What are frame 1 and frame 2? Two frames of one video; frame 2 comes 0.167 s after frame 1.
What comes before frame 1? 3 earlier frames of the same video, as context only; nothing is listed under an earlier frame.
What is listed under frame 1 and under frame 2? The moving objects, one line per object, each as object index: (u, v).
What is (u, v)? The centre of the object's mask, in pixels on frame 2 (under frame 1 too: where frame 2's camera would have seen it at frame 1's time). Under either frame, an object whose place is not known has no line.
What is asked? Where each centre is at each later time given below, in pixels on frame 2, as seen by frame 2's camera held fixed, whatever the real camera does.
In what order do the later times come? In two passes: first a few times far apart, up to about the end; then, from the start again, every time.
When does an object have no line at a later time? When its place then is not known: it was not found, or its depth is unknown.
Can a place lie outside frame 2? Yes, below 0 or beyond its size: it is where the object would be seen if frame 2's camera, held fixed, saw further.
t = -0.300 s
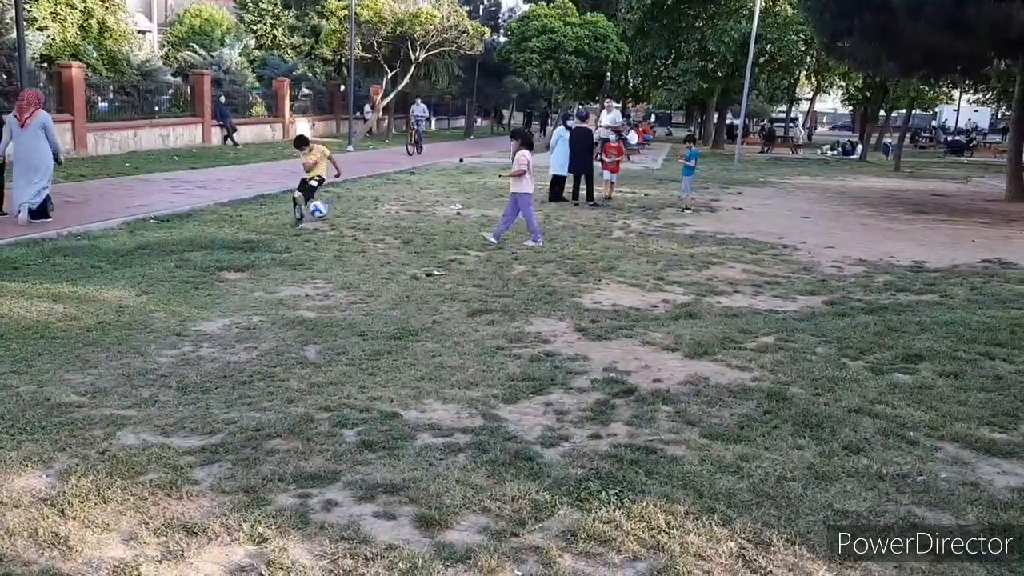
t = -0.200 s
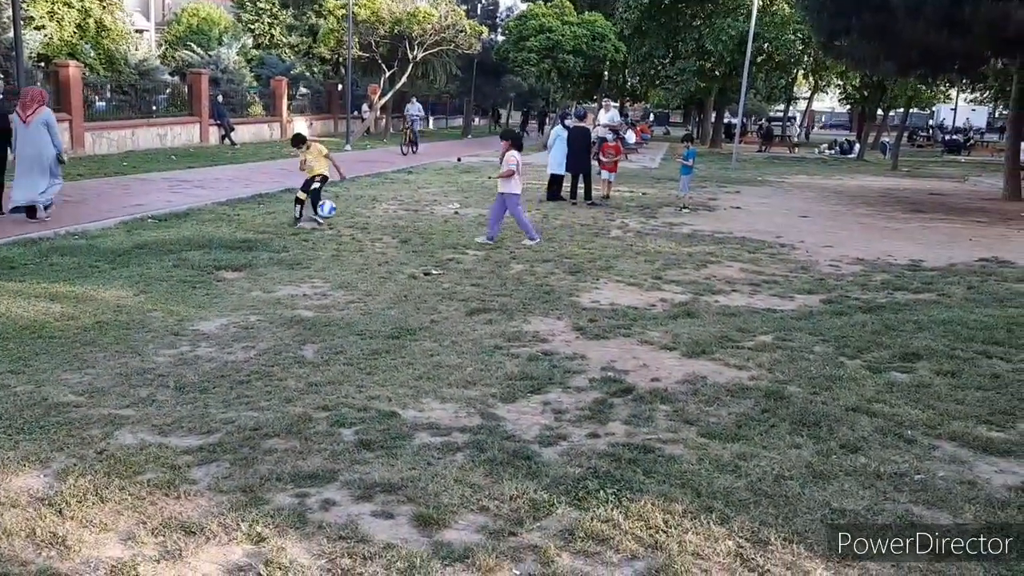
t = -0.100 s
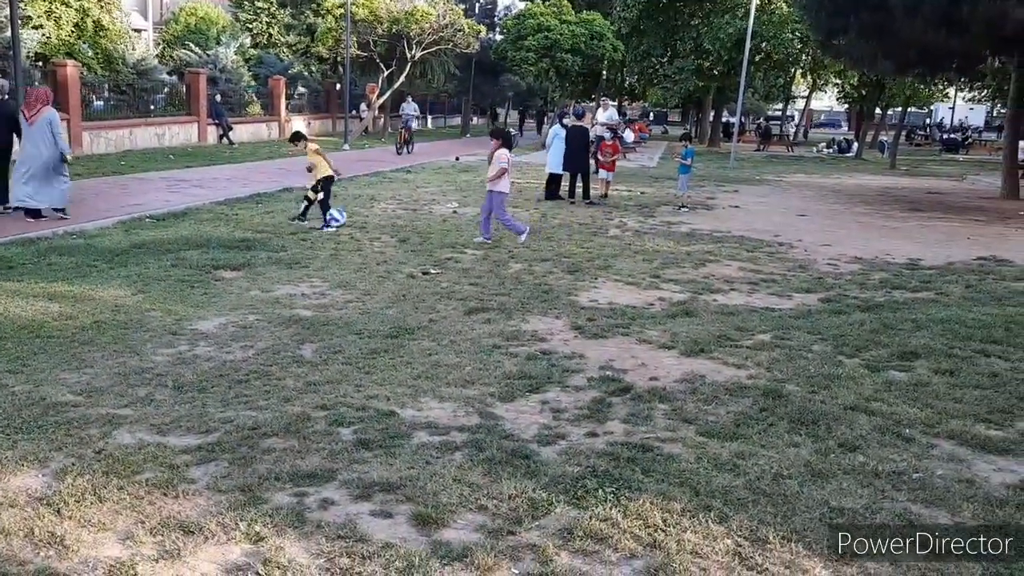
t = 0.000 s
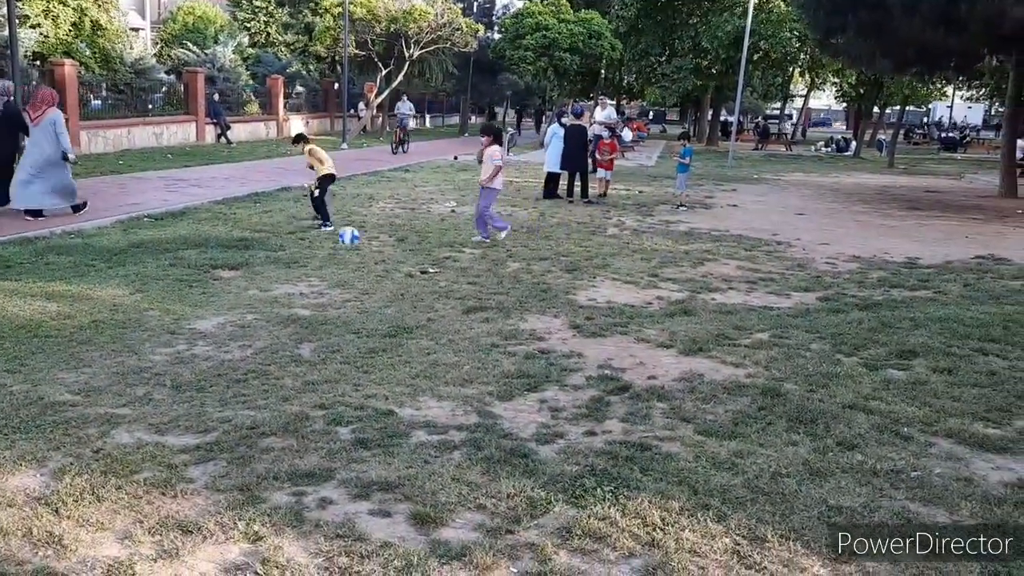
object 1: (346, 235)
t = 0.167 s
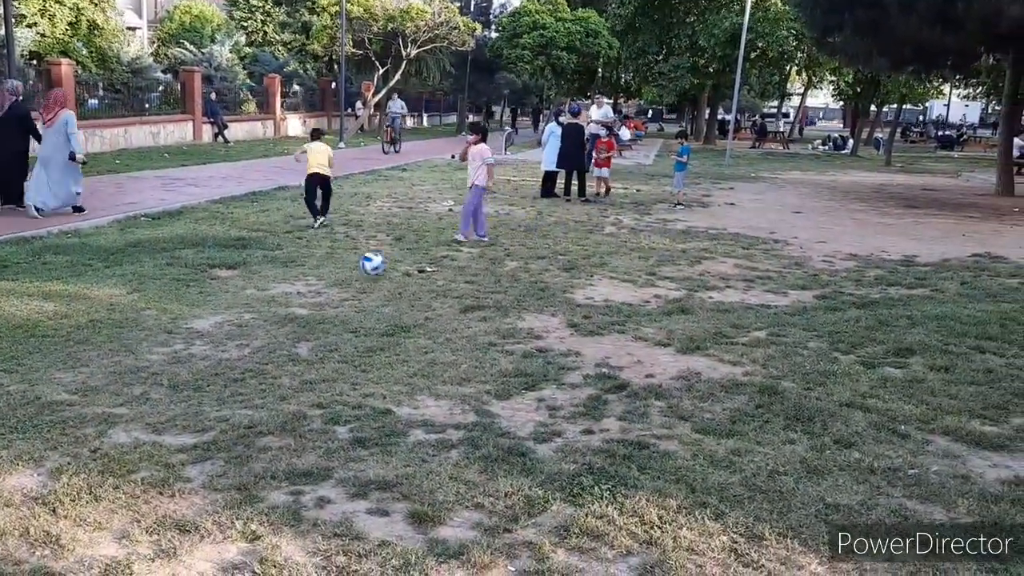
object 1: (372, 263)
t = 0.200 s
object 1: (377, 263)
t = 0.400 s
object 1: (409, 283)
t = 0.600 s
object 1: (437, 296)
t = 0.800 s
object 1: (465, 319)
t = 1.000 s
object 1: (494, 335)
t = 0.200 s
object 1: (377, 263)
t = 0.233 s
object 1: (383, 263)
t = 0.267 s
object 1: (387, 264)
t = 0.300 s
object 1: (393, 267)
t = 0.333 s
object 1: (399, 271)
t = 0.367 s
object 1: (404, 276)
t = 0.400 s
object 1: (409, 283)
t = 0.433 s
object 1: (415, 291)
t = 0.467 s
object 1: (421, 294)
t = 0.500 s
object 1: (425, 294)
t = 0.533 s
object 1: (428, 293)
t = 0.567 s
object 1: (432, 294)
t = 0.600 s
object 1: (437, 296)
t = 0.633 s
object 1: (441, 300)
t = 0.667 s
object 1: (446, 306)
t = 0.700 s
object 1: (450, 313)
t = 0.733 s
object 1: (454, 315)
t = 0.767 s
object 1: (459, 316)
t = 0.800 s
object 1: (465, 319)
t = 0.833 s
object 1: (470, 322)
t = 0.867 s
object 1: (475, 325)
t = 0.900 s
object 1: (479, 325)
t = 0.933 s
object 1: (484, 327)
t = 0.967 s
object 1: (489, 330)
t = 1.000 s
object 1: (494, 335)
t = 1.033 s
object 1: (500, 339)
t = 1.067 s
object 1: (505, 341)
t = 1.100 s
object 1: (510, 345)
